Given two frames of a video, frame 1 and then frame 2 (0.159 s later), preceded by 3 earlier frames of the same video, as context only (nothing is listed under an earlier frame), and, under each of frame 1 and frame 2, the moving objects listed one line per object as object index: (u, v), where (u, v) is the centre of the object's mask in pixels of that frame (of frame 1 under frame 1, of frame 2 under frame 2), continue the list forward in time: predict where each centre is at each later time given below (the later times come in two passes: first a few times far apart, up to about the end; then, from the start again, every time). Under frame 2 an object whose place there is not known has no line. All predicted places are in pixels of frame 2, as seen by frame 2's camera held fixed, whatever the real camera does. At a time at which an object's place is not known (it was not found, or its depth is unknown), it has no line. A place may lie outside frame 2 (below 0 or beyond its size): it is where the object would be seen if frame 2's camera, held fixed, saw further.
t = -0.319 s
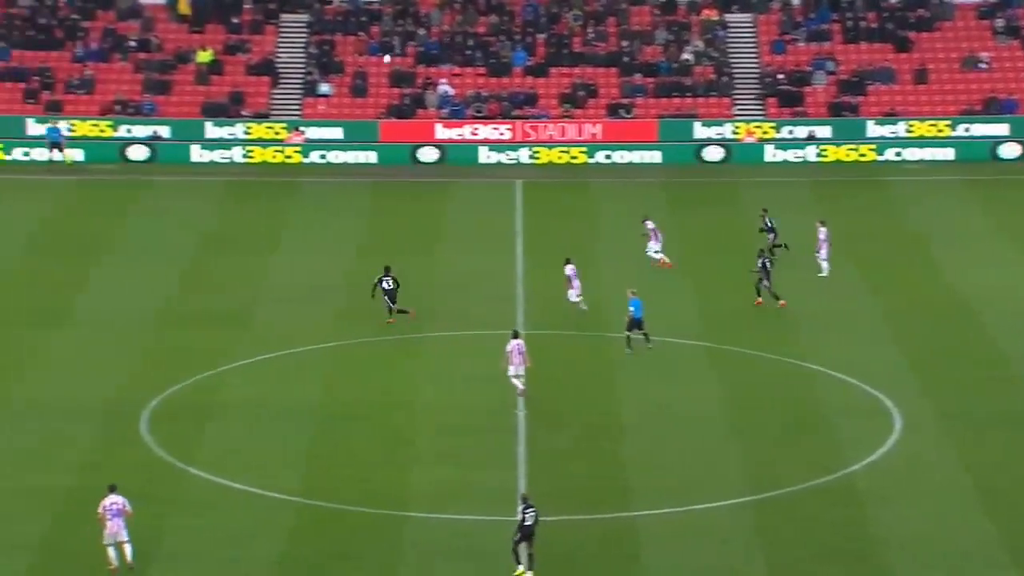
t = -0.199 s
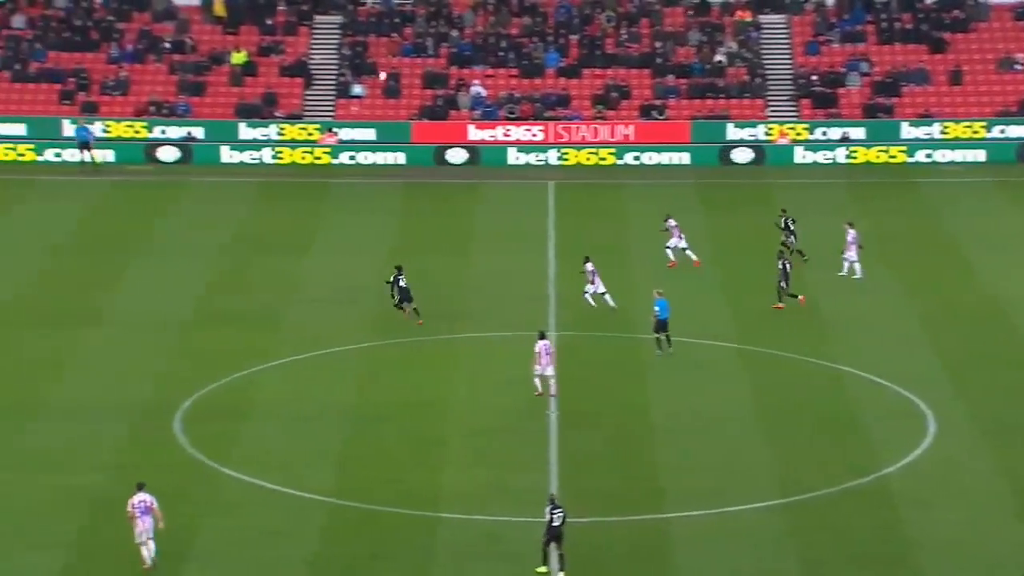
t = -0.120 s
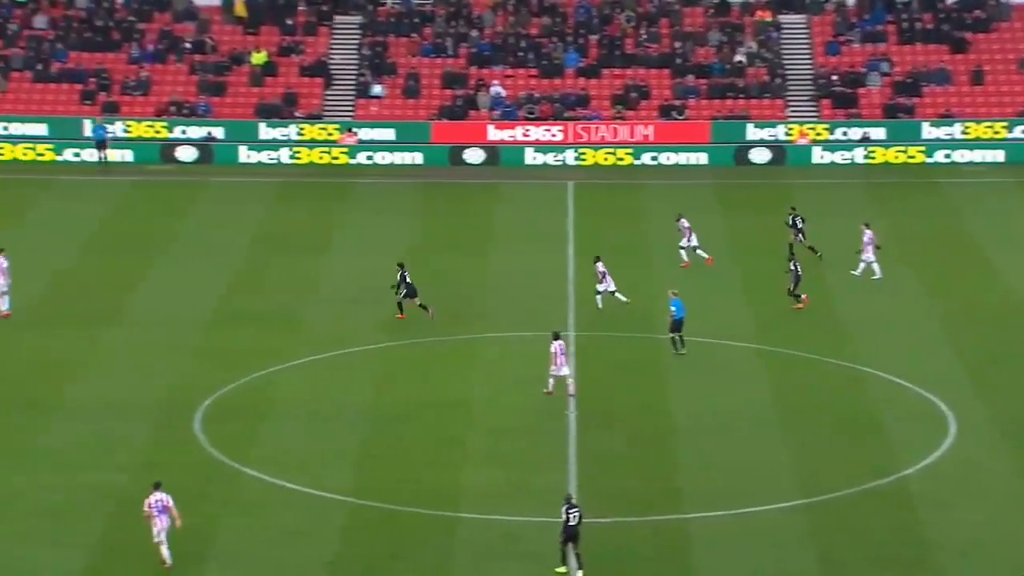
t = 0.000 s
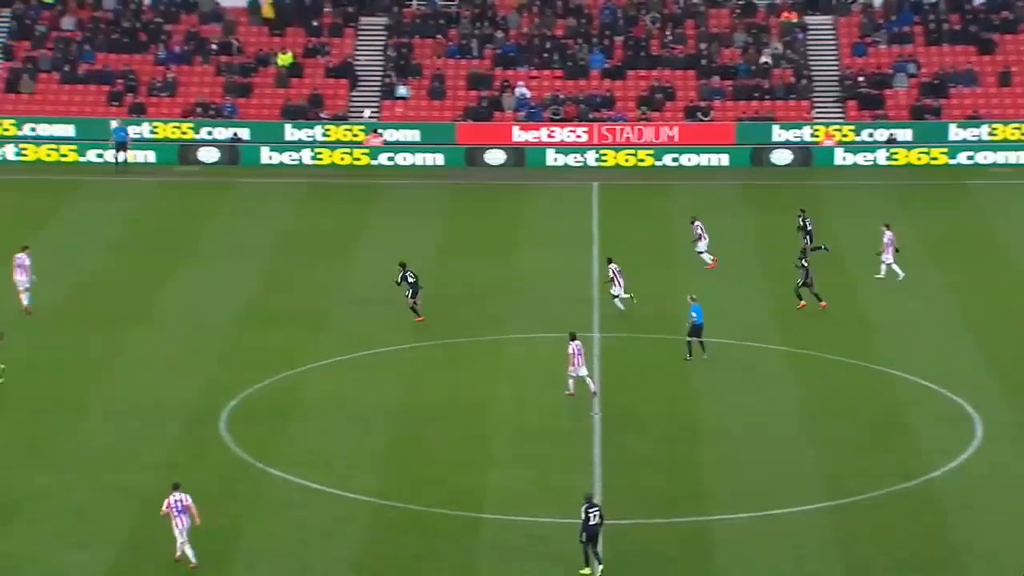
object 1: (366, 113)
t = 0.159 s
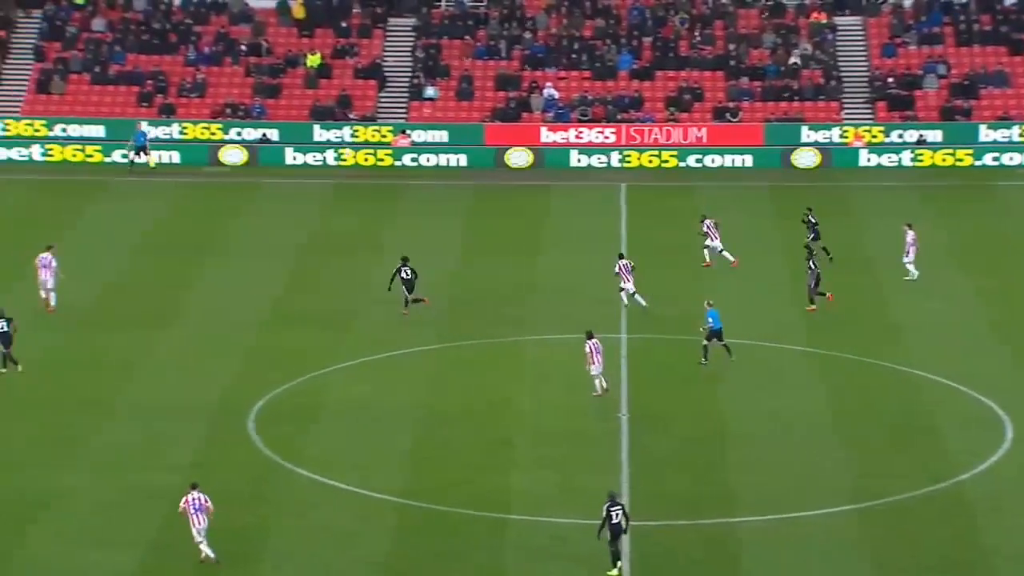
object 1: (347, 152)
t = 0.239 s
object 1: (323, 175)
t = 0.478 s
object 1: (255, 253)
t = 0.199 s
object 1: (335, 165)
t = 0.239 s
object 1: (323, 175)
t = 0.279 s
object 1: (311, 186)
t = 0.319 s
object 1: (300, 199)
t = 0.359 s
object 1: (288, 211)
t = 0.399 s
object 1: (277, 225)
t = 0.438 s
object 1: (266, 238)
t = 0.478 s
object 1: (255, 253)
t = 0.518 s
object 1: (244, 268)
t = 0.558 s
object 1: (233, 282)
